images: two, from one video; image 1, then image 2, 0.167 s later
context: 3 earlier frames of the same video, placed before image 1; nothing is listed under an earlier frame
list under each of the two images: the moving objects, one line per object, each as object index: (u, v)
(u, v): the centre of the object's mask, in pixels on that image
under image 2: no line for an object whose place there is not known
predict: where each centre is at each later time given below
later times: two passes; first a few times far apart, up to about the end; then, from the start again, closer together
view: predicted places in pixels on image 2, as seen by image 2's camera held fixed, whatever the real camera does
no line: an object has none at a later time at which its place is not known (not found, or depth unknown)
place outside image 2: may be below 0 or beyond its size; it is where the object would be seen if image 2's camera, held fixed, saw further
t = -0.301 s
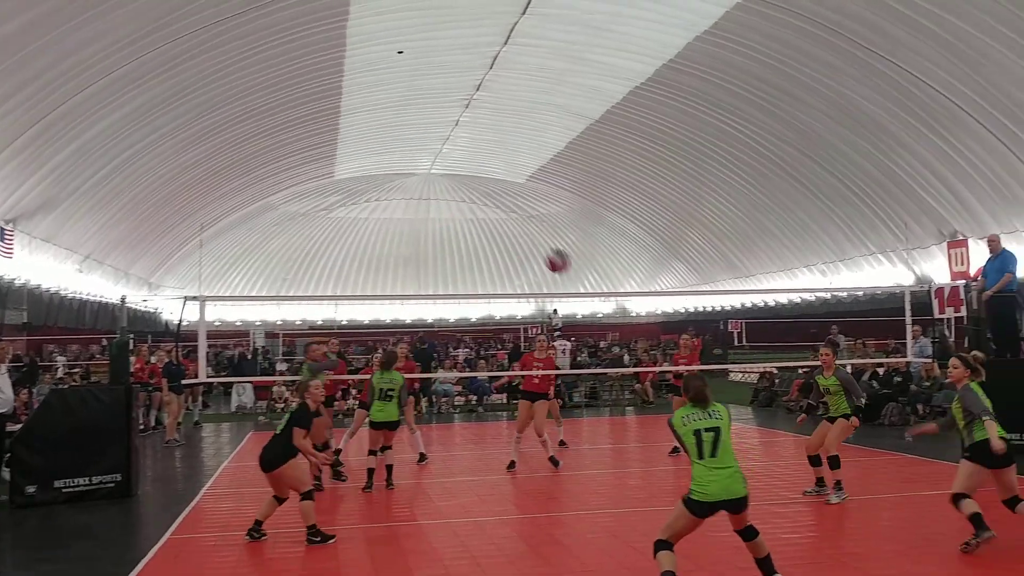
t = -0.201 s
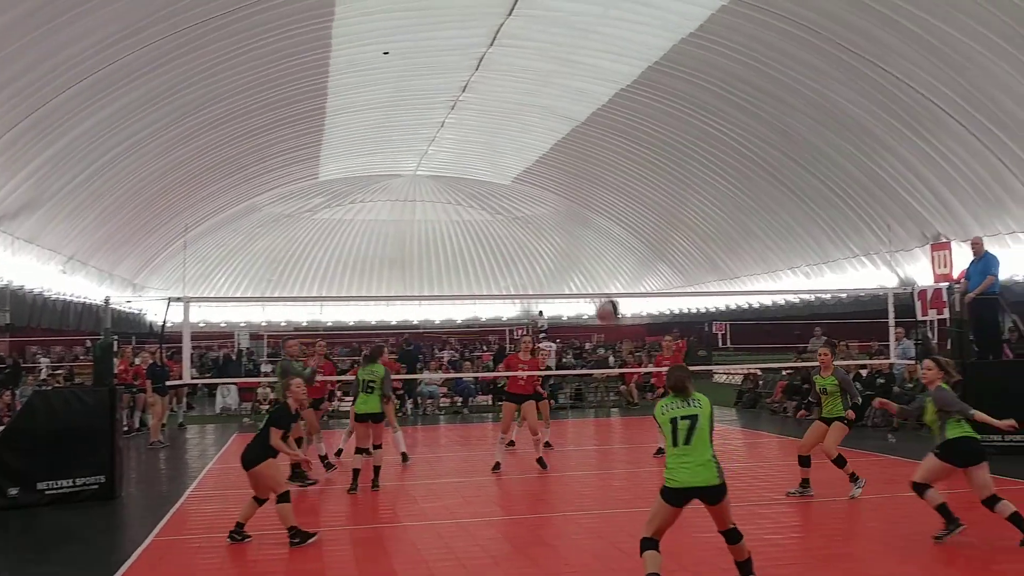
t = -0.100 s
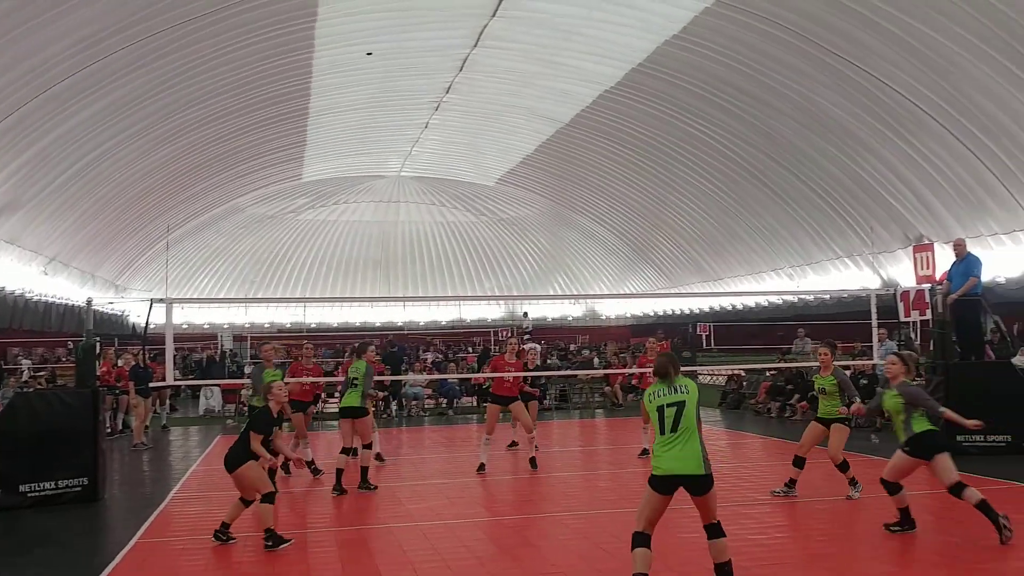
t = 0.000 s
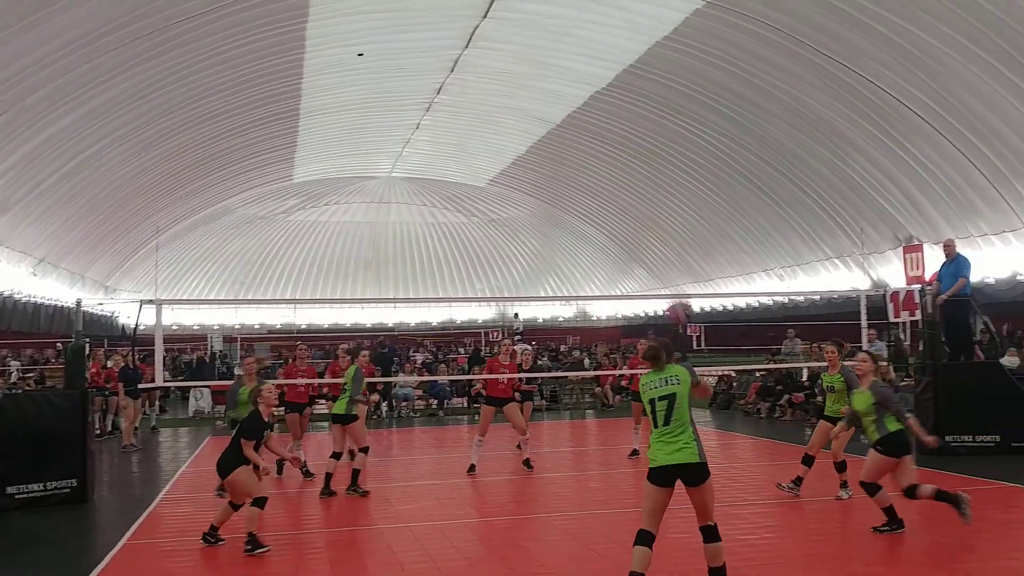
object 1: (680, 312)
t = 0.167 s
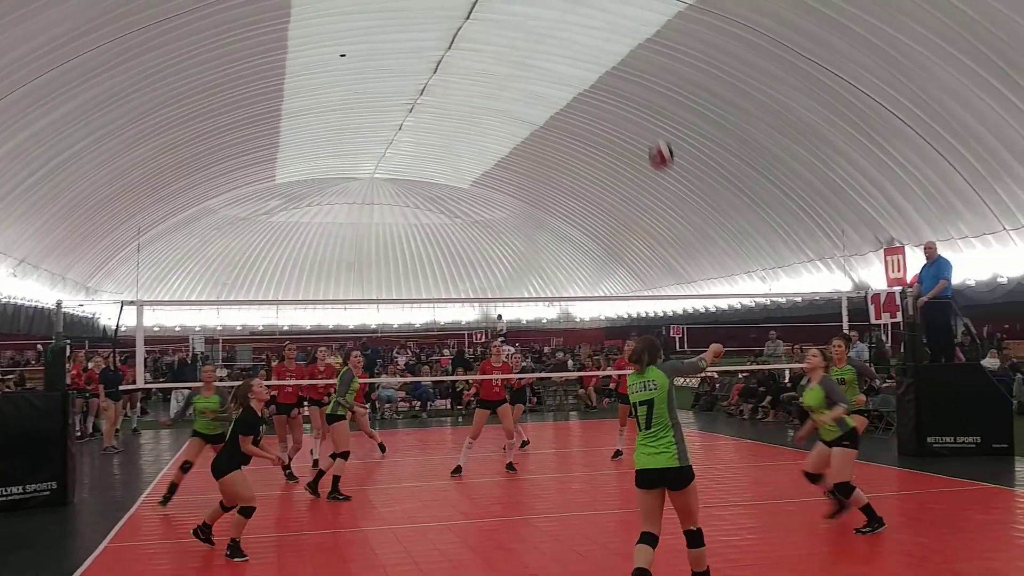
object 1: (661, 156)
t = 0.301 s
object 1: (661, 73)
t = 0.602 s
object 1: (663, -10)
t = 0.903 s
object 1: (668, 1)
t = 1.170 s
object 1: (679, 79)
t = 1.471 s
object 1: (691, 223)
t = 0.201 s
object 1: (660, 133)
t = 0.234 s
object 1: (661, 109)
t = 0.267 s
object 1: (663, 91)
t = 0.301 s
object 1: (661, 73)
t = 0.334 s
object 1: (661, 57)
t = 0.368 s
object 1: (661, 43)
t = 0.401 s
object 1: (661, 31)
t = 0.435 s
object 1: (661, 20)
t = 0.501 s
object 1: (662, 3)
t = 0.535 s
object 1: (663, -2)
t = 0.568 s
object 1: (664, -6)
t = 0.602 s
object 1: (663, -10)
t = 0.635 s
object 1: (663, -13)
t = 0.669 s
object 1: (664, -15)
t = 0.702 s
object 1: (666, -16)
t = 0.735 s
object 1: (666, -16)
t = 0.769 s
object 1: (666, -15)
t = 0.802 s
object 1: (667, -14)
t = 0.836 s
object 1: (668, -10)
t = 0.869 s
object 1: (668, -5)
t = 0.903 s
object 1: (668, 1)
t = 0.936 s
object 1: (670, 8)
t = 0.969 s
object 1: (670, 16)
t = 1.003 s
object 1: (672, 24)
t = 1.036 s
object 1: (672, 34)
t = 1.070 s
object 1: (673, 44)
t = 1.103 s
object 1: (675, 56)
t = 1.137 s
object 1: (676, 67)
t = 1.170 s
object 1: (679, 79)
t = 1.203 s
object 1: (679, 93)
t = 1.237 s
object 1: (680, 107)
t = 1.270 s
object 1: (681, 121)
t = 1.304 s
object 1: (682, 137)
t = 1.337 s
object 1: (685, 152)
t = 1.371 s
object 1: (687, 171)
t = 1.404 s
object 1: (688, 187)
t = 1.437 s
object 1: (689, 205)
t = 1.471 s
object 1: (691, 223)
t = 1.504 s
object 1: (691, 240)
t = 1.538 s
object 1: (694, 261)
